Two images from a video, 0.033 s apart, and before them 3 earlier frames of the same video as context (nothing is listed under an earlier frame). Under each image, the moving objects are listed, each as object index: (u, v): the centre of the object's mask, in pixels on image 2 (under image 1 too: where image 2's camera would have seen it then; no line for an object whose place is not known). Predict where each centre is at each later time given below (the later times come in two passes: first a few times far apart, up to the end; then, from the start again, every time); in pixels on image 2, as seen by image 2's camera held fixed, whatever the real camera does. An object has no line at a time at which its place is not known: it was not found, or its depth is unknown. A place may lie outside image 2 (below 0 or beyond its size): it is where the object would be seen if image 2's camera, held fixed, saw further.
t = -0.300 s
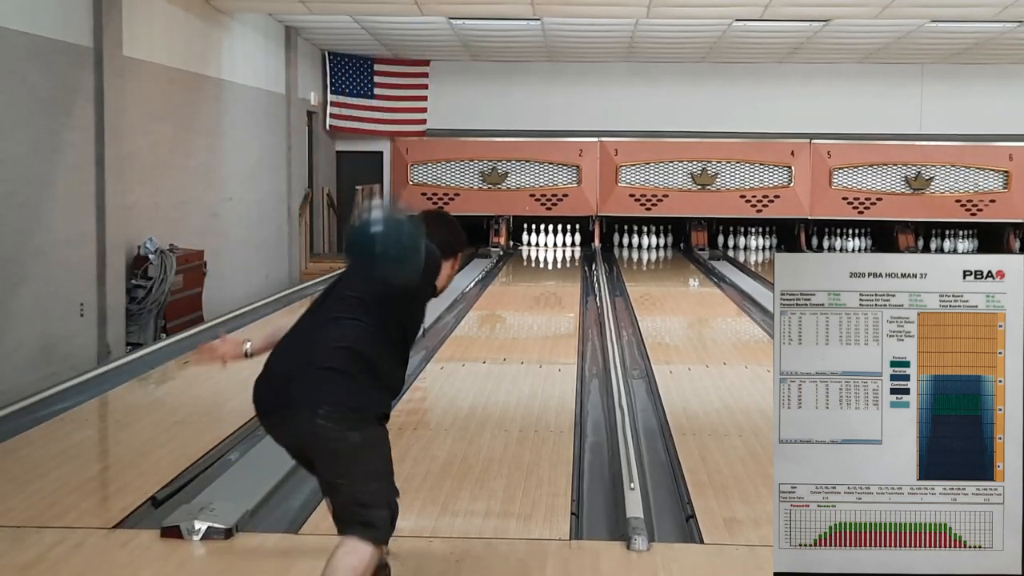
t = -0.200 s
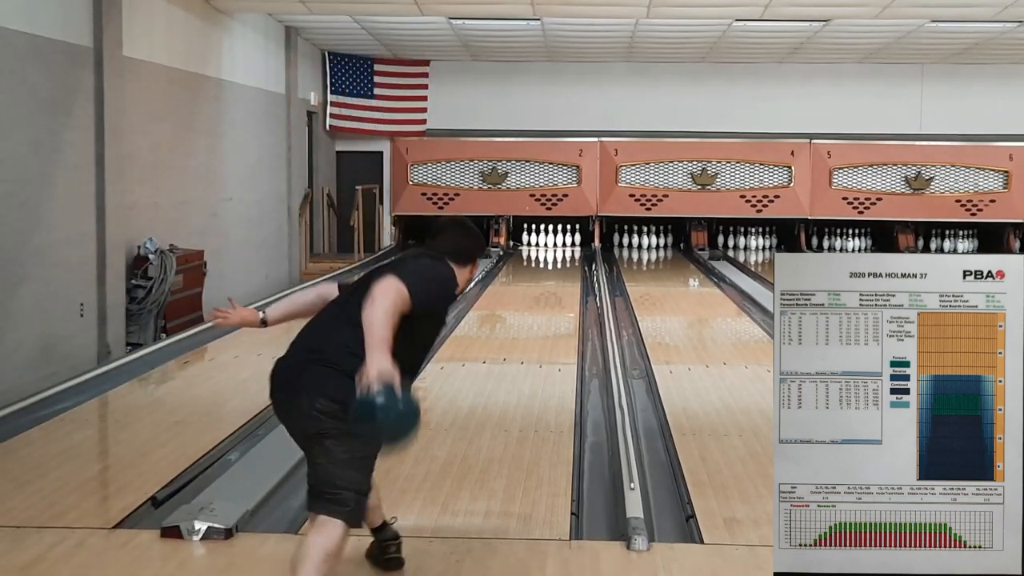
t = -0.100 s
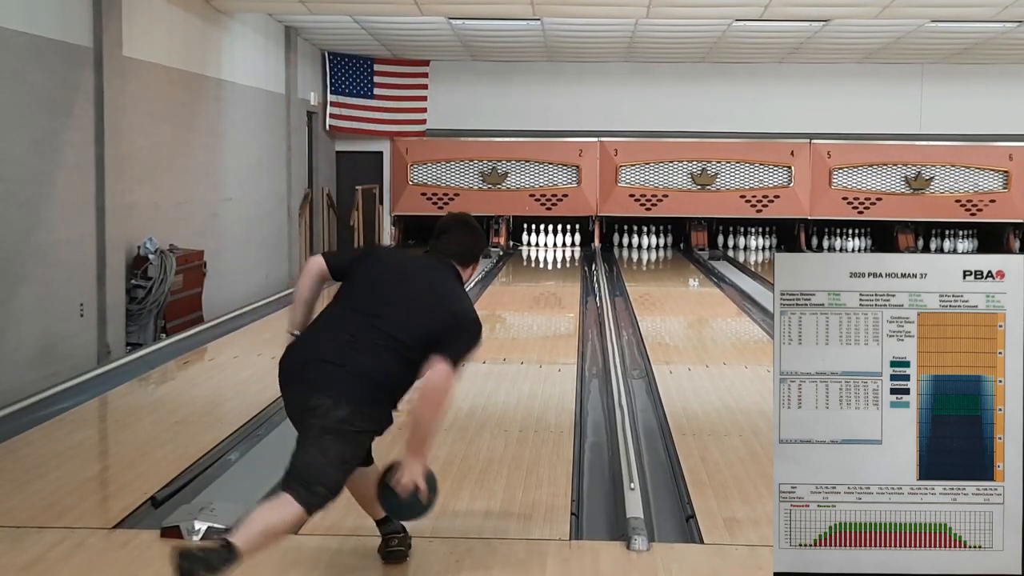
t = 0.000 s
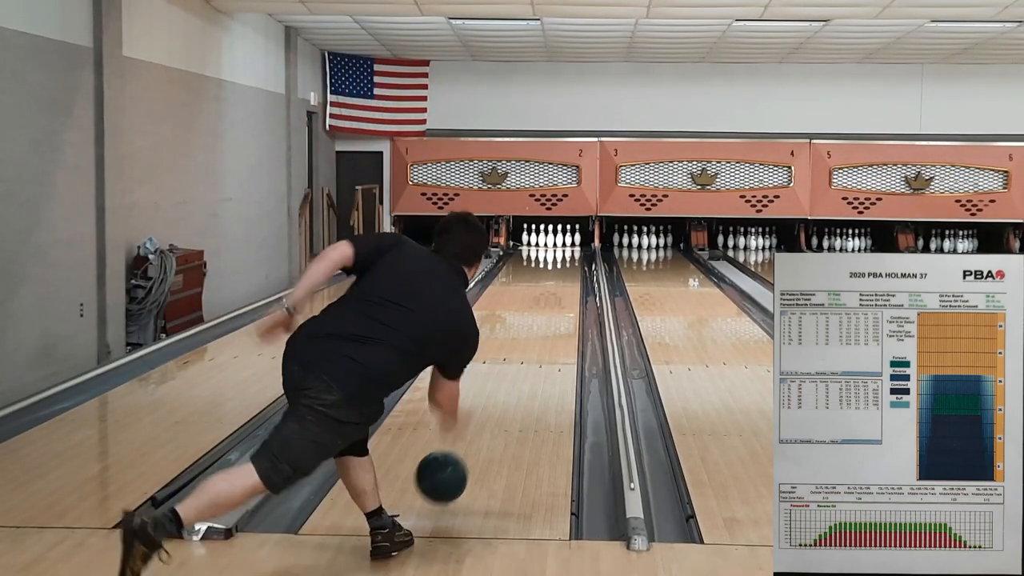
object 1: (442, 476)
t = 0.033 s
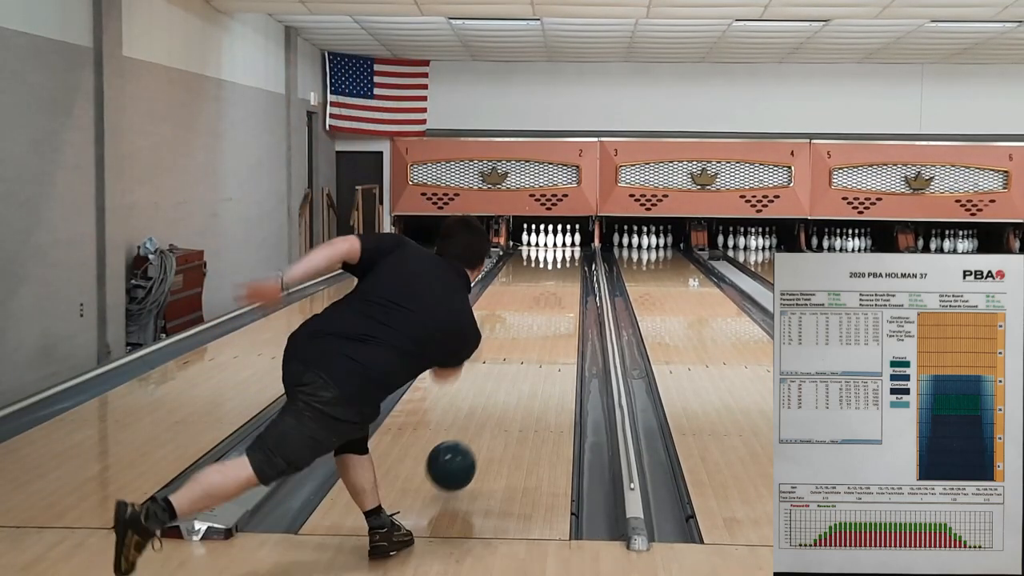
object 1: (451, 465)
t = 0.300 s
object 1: (505, 389)
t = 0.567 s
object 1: (534, 340)
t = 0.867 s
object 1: (554, 306)
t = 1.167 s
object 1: (566, 283)
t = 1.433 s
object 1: (572, 270)
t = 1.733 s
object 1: (572, 257)
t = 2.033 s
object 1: (564, 248)
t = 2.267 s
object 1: (558, 242)
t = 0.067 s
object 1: (460, 458)
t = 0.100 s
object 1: (468, 448)
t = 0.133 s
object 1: (476, 436)
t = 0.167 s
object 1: (482, 426)
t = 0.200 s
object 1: (489, 416)
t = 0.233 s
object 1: (494, 407)
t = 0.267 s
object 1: (500, 398)
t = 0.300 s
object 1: (505, 389)
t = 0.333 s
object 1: (509, 382)
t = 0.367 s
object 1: (513, 375)
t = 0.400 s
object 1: (518, 368)
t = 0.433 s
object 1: (521, 361)
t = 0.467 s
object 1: (525, 355)
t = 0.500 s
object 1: (528, 350)
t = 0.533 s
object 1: (531, 345)
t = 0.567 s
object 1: (534, 340)
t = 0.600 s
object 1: (538, 336)
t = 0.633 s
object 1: (539, 331)
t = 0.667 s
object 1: (542, 327)
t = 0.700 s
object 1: (544, 323)
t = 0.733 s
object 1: (546, 319)
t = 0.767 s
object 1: (548, 316)
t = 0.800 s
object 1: (550, 312)
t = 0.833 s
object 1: (552, 309)
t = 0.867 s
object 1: (554, 306)
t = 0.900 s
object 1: (555, 303)
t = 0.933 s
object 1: (557, 300)
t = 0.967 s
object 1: (558, 298)
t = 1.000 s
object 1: (560, 295)
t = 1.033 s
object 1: (561, 292)
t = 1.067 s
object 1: (562, 290)
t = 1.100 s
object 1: (563, 288)
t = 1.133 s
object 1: (564, 285)
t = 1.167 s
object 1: (566, 283)
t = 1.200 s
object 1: (567, 281)
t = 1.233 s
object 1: (568, 279)
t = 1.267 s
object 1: (568, 278)
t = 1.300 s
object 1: (569, 276)
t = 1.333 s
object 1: (570, 274)
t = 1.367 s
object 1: (571, 273)
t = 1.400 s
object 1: (571, 271)
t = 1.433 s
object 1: (572, 270)
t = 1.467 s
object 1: (572, 268)
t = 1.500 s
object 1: (572, 266)
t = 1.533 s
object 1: (572, 265)
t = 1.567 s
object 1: (572, 264)
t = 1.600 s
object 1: (573, 262)
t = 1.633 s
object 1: (572, 260)
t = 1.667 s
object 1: (572, 259)
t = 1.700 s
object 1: (572, 258)
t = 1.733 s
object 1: (572, 257)
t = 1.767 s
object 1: (571, 256)
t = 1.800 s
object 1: (570, 255)
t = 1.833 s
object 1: (569, 254)
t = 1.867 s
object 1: (569, 253)
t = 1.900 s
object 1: (568, 251)
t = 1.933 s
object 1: (567, 251)
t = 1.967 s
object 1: (566, 250)
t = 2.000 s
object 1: (565, 249)
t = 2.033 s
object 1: (564, 248)
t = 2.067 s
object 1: (563, 247)
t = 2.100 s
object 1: (562, 246)
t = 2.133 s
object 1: (560, 245)
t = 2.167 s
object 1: (559, 244)
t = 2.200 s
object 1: (559, 243)
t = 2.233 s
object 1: (558, 243)
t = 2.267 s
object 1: (558, 242)
